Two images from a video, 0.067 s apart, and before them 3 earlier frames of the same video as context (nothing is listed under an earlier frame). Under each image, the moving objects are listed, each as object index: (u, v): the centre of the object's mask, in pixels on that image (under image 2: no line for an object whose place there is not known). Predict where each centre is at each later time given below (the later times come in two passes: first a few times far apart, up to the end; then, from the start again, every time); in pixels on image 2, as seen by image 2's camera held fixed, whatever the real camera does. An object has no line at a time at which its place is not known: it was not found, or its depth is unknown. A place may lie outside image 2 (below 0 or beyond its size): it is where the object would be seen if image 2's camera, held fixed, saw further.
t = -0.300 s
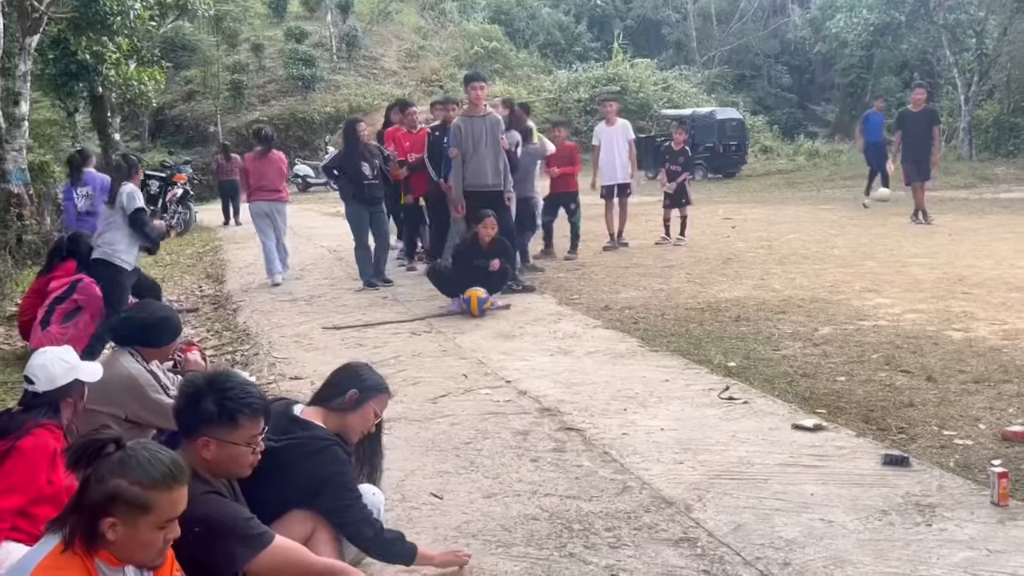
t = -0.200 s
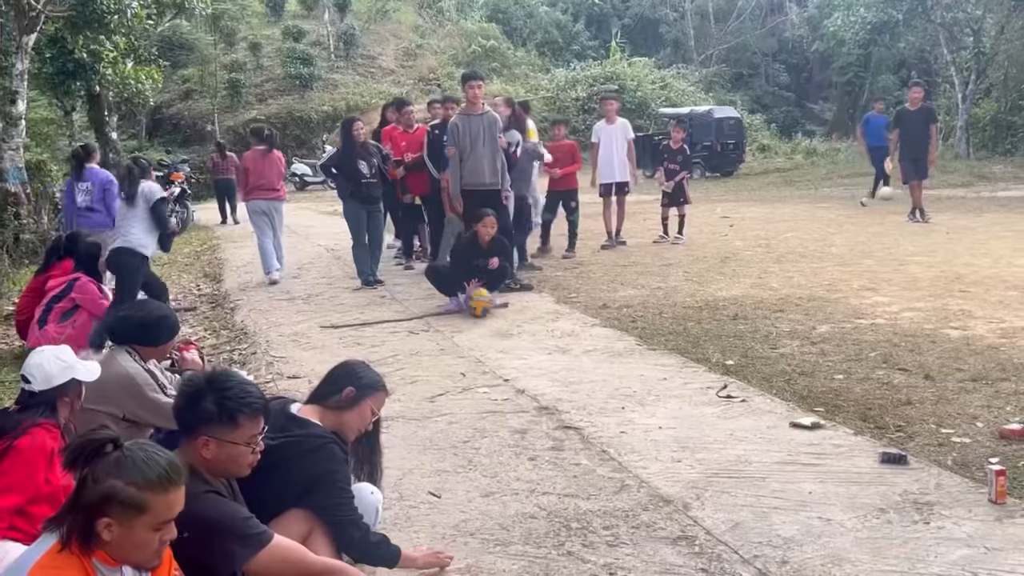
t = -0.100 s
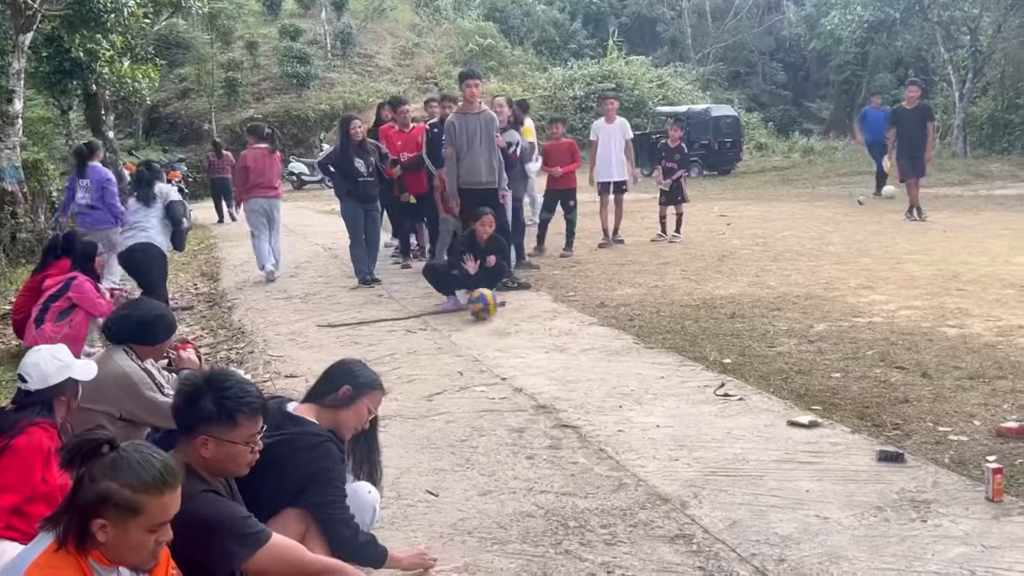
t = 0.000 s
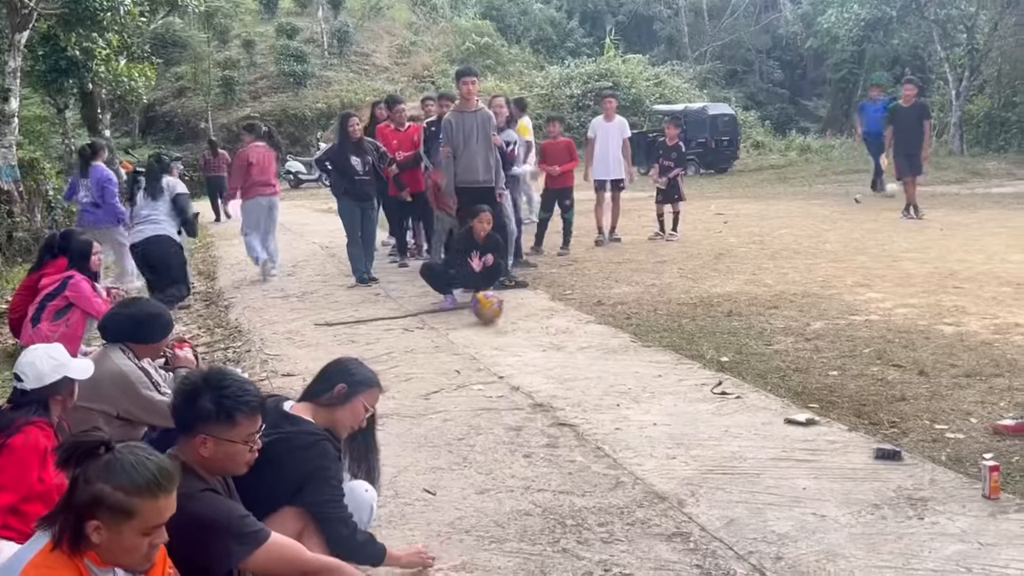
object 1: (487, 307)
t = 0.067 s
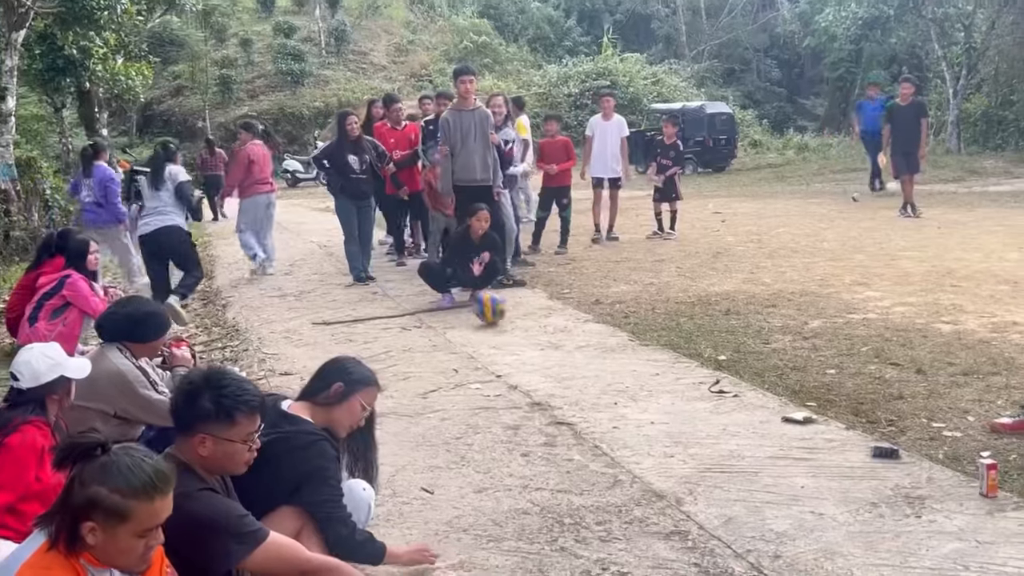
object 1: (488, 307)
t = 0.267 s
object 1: (502, 318)
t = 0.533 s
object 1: (524, 329)
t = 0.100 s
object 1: (491, 309)
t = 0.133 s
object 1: (494, 310)
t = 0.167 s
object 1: (498, 312)
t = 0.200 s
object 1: (499, 314)
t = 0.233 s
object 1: (500, 314)
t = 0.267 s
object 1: (502, 318)
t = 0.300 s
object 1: (505, 319)
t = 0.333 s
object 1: (508, 320)
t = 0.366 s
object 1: (510, 320)
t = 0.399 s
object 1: (513, 322)
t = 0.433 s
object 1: (516, 324)
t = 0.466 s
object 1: (518, 324)
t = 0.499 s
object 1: (521, 328)
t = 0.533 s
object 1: (524, 329)
